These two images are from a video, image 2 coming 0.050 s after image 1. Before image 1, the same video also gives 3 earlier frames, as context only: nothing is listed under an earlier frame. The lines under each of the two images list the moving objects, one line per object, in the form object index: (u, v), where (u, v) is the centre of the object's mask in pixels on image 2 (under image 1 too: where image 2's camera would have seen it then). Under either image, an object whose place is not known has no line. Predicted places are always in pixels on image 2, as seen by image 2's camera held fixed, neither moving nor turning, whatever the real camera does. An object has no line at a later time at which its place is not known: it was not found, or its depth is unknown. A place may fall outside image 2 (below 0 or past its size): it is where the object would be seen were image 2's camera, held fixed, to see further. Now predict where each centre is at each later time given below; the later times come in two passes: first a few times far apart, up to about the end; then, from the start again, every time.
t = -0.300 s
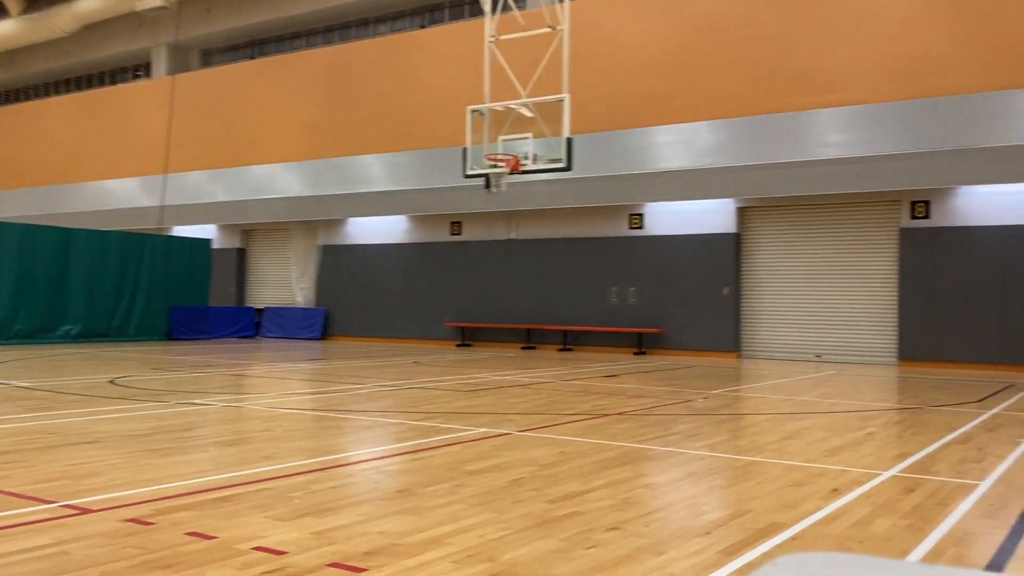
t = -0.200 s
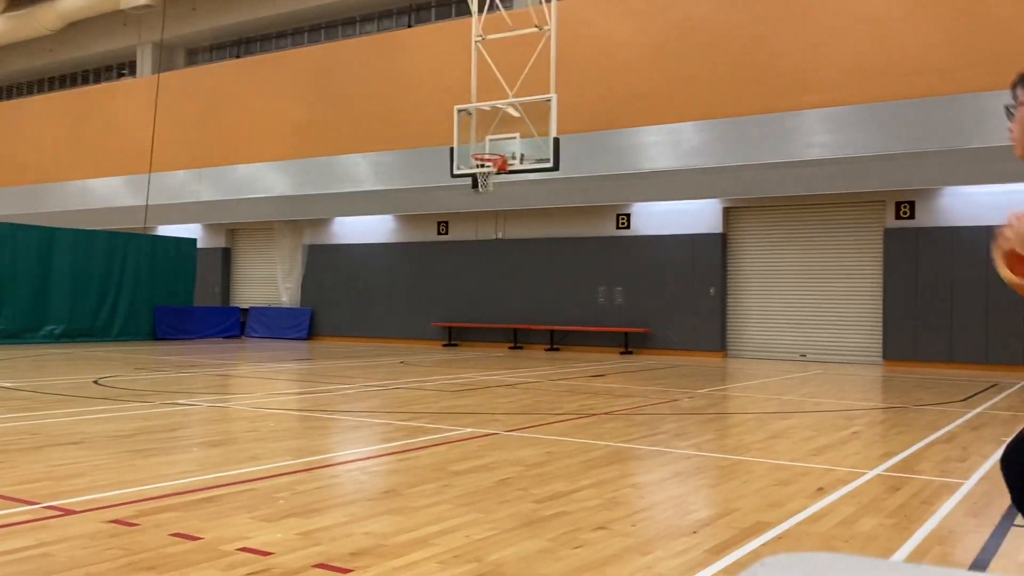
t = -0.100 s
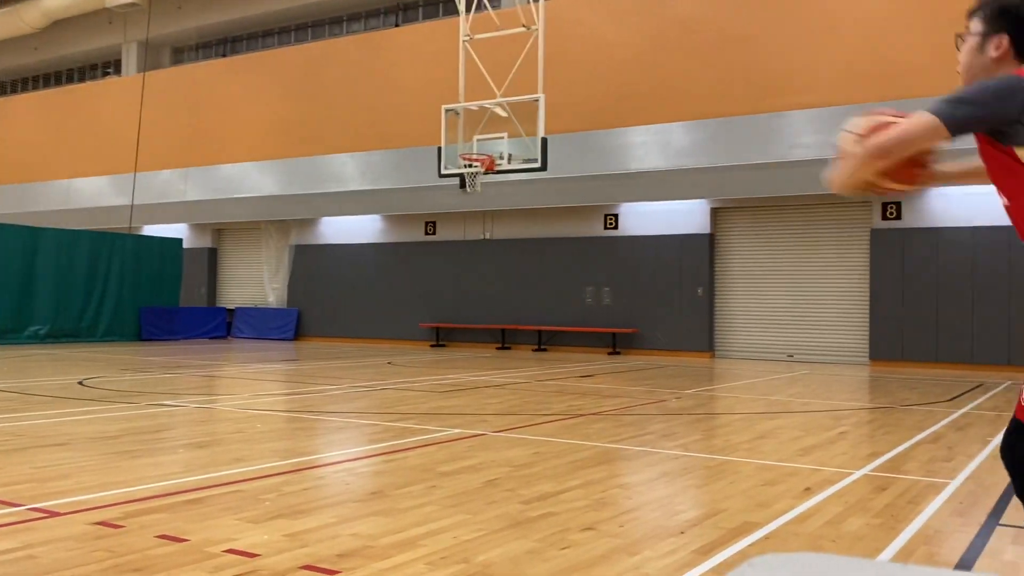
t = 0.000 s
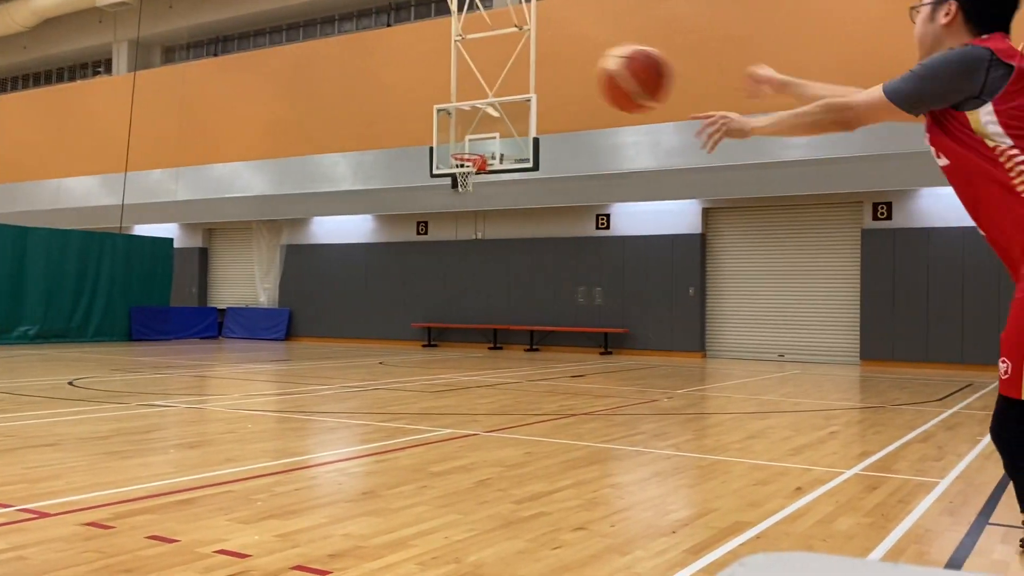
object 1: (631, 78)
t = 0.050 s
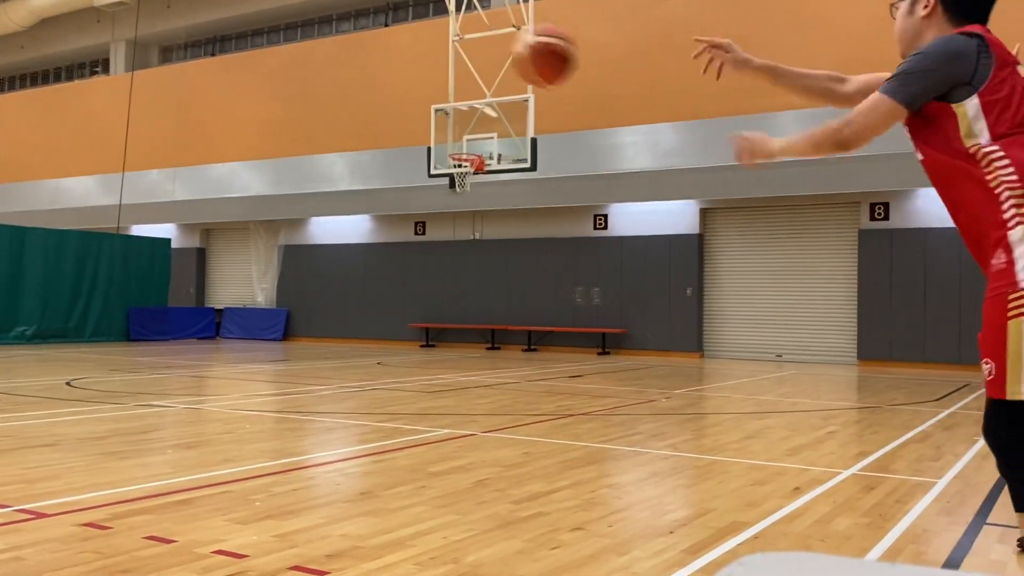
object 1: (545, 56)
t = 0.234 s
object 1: (329, 34)
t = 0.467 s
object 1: (176, 86)
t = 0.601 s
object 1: (119, 136)
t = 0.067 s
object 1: (518, 50)
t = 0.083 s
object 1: (495, 45)
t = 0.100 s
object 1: (474, 43)
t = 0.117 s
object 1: (452, 39)
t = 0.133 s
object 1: (430, 36)
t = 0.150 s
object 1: (411, 34)
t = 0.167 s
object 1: (392, 33)
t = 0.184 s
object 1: (377, 32)
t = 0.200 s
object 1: (361, 32)
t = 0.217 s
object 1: (344, 33)
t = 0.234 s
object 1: (329, 34)
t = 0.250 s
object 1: (316, 36)
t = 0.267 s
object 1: (301, 38)
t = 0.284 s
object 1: (288, 40)
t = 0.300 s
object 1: (276, 42)
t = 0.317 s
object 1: (265, 45)
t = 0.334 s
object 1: (253, 48)
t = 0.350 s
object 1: (241, 52)
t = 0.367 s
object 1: (231, 56)
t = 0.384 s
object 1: (220, 60)
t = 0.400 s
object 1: (210, 65)
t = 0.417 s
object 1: (203, 70)
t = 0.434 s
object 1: (194, 76)
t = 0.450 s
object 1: (185, 81)
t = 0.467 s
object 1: (176, 86)
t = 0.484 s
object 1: (169, 93)
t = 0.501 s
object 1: (161, 99)
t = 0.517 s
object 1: (154, 105)
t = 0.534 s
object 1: (146, 111)
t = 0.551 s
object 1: (140, 117)
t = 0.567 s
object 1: (132, 123)
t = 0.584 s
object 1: (125, 130)
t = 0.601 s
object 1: (119, 136)
